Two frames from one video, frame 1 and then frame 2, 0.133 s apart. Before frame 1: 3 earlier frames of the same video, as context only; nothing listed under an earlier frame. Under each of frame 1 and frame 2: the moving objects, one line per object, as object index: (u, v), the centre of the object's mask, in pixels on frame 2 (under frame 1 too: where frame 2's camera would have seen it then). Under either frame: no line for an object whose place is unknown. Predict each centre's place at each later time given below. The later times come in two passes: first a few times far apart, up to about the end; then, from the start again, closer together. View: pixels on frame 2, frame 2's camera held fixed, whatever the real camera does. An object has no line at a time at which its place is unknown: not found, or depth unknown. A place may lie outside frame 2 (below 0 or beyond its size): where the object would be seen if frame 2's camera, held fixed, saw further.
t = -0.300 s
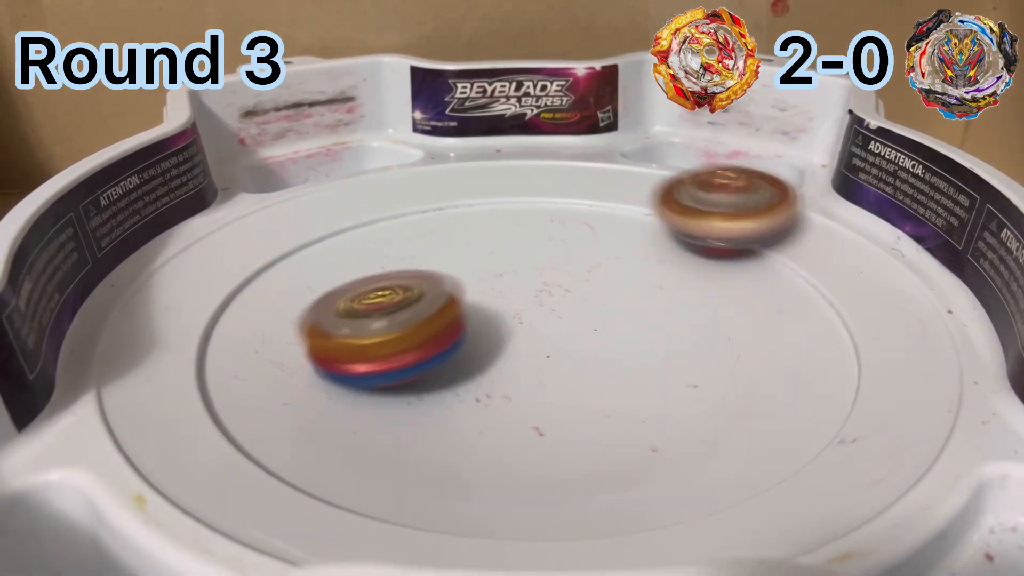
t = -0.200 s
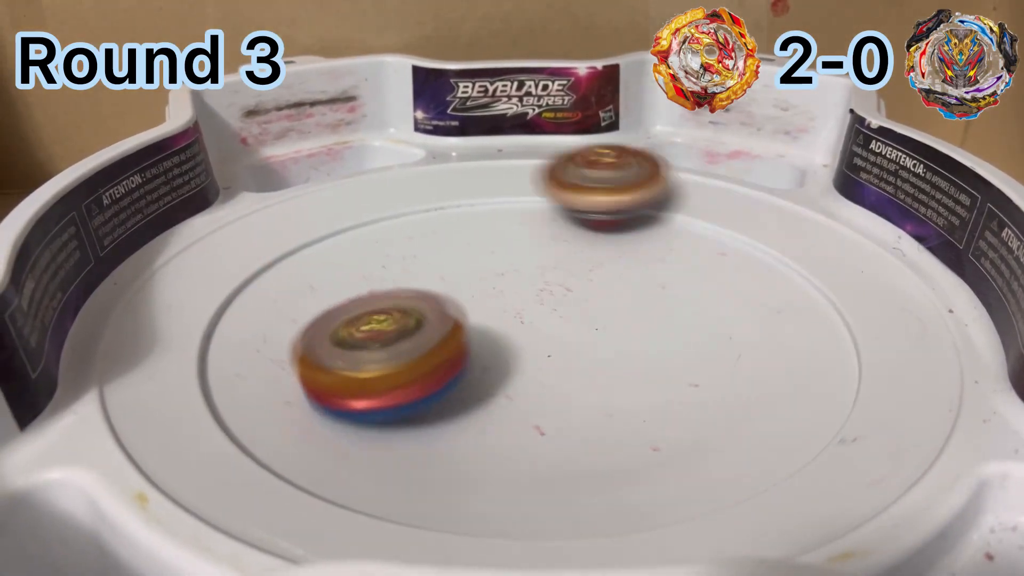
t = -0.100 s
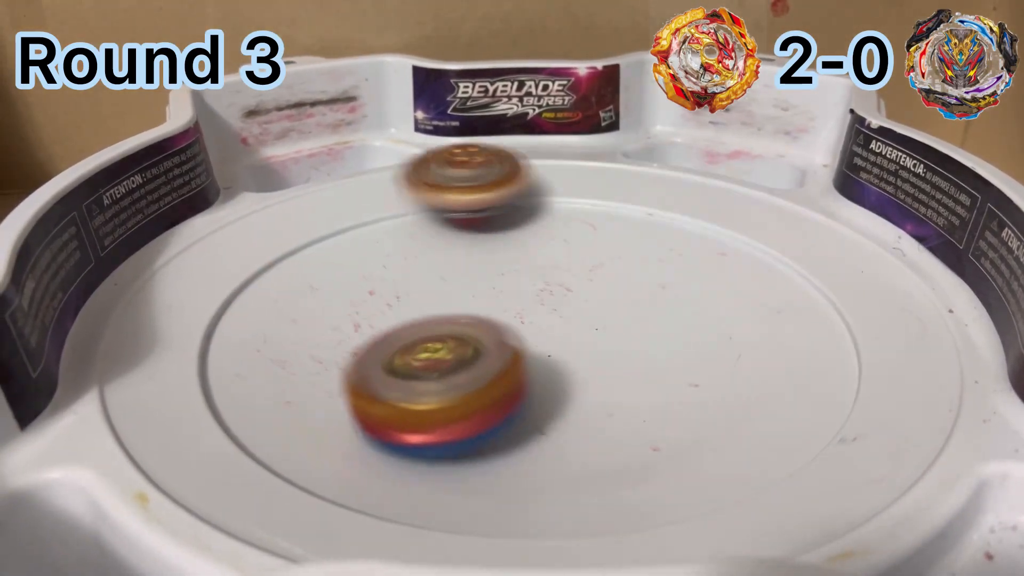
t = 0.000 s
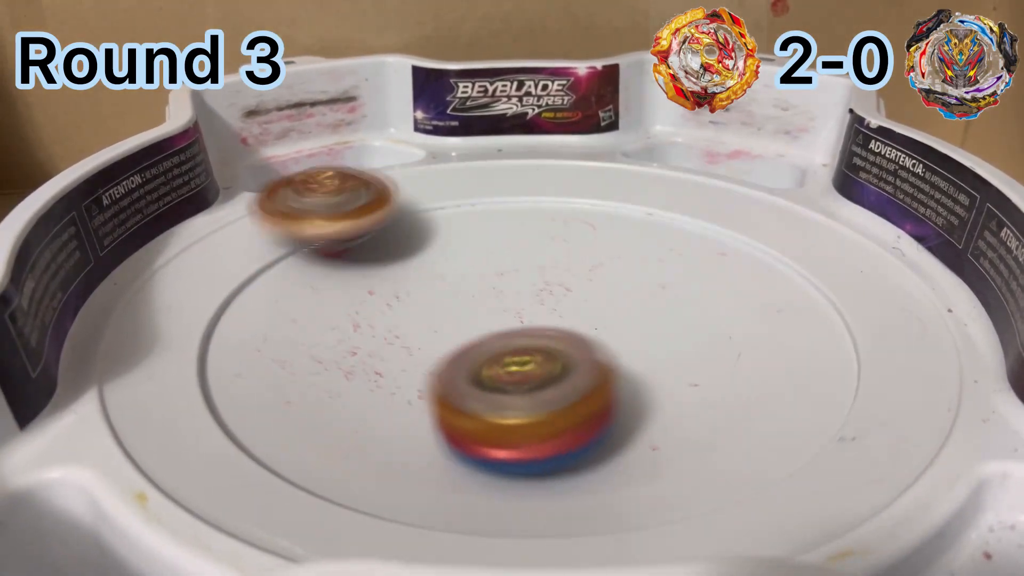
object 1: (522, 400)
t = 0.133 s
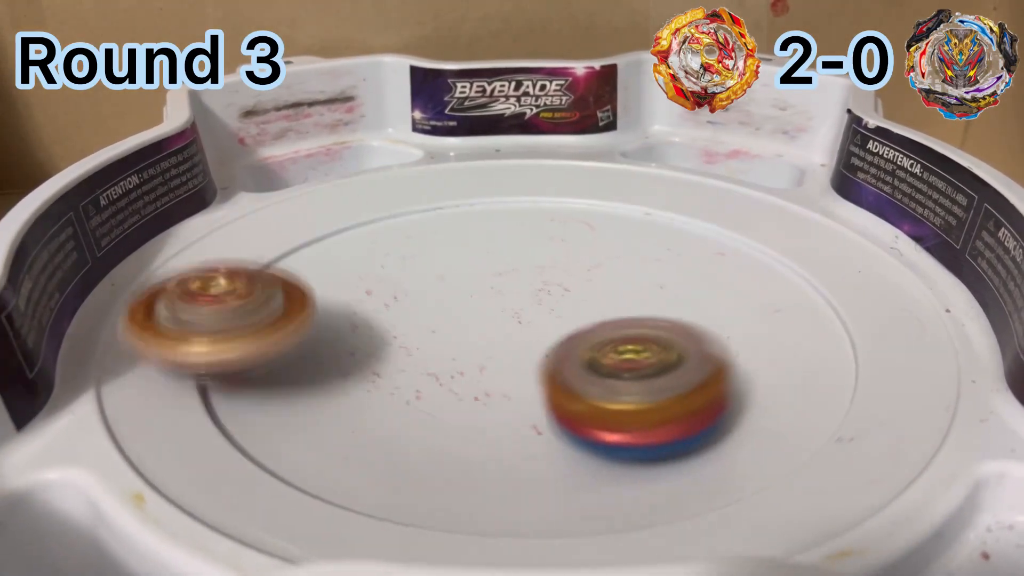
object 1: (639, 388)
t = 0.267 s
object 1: (692, 350)
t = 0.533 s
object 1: (566, 297)
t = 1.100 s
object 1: (565, 364)
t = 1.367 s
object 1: (610, 320)
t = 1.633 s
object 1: (476, 281)
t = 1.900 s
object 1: (411, 329)
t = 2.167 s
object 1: (532, 342)
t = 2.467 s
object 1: (577, 278)
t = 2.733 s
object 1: (458, 289)
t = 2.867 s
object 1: (441, 355)
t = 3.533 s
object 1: (730, 220)
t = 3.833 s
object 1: (466, 227)
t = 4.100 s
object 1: (408, 293)
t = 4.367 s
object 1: (446, 322)
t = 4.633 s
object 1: (488, 292)
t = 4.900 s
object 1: (472, 254)
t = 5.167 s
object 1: (463, 245)
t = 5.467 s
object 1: (485, 243)
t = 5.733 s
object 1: (536, 237)
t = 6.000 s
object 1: (600, 248)
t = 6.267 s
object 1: (681, 243)
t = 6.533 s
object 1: (650, 289)
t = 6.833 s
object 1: (673, 337)
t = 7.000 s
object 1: (637, 363)
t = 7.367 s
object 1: (527, 376)
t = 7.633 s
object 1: (435, 353)
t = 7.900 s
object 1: (438, 310)
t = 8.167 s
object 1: (375, 288)
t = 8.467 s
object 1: (515, 281)
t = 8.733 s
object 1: (624, 258)
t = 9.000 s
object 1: (586, 262)
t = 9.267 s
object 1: (573, 276)
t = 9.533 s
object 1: (551, 306)
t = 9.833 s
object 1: (515, 337)
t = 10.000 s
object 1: (493, 343)
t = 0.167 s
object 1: (661, 380)
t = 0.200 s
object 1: (678, 371)
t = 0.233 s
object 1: (688, 361)
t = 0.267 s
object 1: (692, 350)
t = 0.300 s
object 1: (690, 338)
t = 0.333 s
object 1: (683, 323)
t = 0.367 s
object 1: (664, 314)
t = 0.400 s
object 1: (654, 313)
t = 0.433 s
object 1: (637, 308)
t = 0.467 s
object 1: (615, 303)
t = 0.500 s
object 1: (592, 300)
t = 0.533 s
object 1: (566, 297)
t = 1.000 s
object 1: (486, 375)
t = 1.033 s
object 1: (521, 374)
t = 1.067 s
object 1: (548, 369)
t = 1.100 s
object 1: (565, 364)
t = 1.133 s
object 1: (579, 365)
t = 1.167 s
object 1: (593, 364)
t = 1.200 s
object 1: (607, 363)
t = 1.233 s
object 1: (618, 358)
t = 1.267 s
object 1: (622, 349)
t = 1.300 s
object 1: (621, 339)
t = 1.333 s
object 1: (618, 329)
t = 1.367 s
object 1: (610, 320)
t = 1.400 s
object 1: (599, 311)
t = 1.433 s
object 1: (586, 303)
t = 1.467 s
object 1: (570, 296)
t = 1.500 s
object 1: (552, 290)
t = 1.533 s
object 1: (532, 285)
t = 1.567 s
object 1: (513, 281)
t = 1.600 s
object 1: (494, 280)
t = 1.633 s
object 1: (476, 281)
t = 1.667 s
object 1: (458, 282)
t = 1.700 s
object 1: (442, 286)
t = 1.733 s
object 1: (428, 290)
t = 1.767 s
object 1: (416, 297)
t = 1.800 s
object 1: (408, 304)
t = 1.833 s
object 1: (406, 312)
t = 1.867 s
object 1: (407, 321)
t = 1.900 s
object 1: (411, 329)
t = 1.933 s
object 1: (417, 338)
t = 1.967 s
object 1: (427, 345)
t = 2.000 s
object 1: (440, 352)
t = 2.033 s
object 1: (458, 357)
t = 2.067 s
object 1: (480, 358)
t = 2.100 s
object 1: (503, 352)
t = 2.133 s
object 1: (519, 343)
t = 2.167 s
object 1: (532, 342)
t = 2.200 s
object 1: (545, 341)
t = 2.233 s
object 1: (564, 339)
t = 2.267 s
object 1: (577, 333)
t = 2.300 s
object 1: (586, 324)
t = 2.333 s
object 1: (591, 314)
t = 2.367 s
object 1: (593, 305)
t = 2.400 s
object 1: (590, 295)
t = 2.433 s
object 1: (585, 287)
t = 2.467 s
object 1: (577, 278)
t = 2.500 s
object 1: (569, 272)
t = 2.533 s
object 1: (556, 265)
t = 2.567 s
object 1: (543, 261)
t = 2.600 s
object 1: (530, 258)
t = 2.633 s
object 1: (510, 258)
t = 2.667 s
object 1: (490, 261)
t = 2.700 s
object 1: (474, 268)
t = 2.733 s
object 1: (458, 289)
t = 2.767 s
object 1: (444, 308)
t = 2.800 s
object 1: (435, 326)
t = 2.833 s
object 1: (434, 341)
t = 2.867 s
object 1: (441, 355)
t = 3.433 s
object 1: (802, 242)
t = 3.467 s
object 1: (790, 227)
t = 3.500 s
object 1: (764, 222)
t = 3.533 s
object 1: (730, 220)
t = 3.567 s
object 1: (690, 220)
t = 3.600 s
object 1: (651, 220)
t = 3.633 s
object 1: (615, 219)
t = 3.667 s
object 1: (579, 218)
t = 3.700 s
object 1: (550, 216)
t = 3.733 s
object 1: (526, 215)
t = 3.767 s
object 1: (505, 216)
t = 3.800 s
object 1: (484, 220)
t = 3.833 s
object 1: (466, 227)
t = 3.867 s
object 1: (450, 237)
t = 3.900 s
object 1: (437, 246)
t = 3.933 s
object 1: (425, 256)
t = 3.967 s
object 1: (414, 266)
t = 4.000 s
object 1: (409, 273)
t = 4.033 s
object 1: (407, 279)
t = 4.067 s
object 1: (407, 286)
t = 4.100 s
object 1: (408, 293)
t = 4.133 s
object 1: (410, 301)
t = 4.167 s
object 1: (413, 309)
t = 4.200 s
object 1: (417, 313)
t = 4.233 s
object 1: (420, 314)
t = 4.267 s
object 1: (424, 315)
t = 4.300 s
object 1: (431, 318)
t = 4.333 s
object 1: (438, 319)
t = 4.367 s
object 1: (446, 322)
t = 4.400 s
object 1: (457, 325)
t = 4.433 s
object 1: (467, 325)
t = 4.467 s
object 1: (473, 320)
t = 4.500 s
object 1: (478, 313)
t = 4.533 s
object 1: (481, 307)
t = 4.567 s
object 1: (484, 300)
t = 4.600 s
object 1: (487, 296)
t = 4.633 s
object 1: (488, 292)
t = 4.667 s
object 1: (488, 287)
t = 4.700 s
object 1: (487, 283)
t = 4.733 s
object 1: (486, 278)
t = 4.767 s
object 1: (485, 274)
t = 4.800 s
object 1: (481, 267)
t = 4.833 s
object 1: (477, 260)
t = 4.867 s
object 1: (474, 256)
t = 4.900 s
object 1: (472, 254)
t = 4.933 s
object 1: (469, 252)
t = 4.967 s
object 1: (466, 251)
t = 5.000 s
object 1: (463, 250)
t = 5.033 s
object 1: (461, 249)
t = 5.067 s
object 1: (461, 248)
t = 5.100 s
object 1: (460, 248)
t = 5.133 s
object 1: (462, 247)
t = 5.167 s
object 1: (463, 245)
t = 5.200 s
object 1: (465, 240)
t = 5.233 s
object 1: (466, 239)
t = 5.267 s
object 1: (468, 237)
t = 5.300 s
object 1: (470, 237)
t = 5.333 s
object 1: (472, 238)
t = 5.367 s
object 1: (474, 239)
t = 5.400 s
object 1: (477, 240)
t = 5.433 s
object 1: (480, 241)
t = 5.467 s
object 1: (485, 243)
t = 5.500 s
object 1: (493, 243)
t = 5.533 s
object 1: (500, 240)
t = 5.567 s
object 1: (506, 238)
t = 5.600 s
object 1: (513, 236)
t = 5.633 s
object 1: (520, 234)
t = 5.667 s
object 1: (525, 234)
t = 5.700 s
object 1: (531, 235)
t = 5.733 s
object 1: (536, 237)
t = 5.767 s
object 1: (542, 239)
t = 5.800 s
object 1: (549, 240)
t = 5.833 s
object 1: (556, 242)
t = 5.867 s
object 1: (563, 243)
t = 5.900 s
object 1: (572, 245)
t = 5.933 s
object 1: (580, 246)
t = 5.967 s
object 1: (591, 247)
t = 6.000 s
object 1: (600, 248)
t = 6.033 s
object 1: (610, 249)
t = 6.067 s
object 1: (618, 250)
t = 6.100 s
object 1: (626, 252)
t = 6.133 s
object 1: (643, 250)
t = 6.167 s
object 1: (658, 245)
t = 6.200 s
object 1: (669, 243)
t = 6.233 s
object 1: (676, 242)
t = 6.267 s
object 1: (681, 243)
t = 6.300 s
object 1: (683, 244)
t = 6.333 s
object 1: (682, 248)
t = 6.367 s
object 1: (679, 253)
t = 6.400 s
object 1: (675, 258)
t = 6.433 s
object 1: (670, 265)
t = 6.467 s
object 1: (664, 273)
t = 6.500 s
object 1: (657, 281)
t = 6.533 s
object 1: (650, 289)
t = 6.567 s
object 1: (656, 296)
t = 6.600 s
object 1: (668, 300)
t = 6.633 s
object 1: (676, 305)
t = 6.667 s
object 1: (681, 310)
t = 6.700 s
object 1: (684, 315)
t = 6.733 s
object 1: (684, 321)
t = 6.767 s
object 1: (681, 327)
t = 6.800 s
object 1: (678, 333)
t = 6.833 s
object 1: (673, 337)
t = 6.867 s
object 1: (664, 343)
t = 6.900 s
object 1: (657, 348)
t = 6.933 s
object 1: (648, 352)
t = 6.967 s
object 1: (636, 357)
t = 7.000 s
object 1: (637, 363)
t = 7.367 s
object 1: (527, 376)
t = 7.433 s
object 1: (505, 369)
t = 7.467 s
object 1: (491, 367)
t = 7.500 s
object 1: (475, 367)
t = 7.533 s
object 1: (460, 364)
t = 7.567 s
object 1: (449, 361)
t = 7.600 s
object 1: (441, 357)
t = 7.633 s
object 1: (435, 353)
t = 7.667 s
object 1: (429, 348)
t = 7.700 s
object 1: (426, 343)
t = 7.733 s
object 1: (425, 338)
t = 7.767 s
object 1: (424, 332)
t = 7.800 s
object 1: (426, 326)
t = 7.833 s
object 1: (428, 321)
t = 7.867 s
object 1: (433, 316)
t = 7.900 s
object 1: (438, 310)
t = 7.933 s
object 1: (436, 306)
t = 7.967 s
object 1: (408, 302)
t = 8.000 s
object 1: (384, 300)
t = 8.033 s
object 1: (369, 297)
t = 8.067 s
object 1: (363, 295)
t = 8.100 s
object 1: (364, 293)
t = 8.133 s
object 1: (368, 290)
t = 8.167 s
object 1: (375, 288)
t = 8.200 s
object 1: (386, 286)
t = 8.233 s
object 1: (399, 285)
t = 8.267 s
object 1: (412, 282)
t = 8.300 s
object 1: (428, 282)
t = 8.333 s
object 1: (445, 282)
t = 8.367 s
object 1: (462, 282)
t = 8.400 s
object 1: (479, 281)
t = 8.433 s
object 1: (498, 281)
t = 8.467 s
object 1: (515, 281)
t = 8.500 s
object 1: (534, 279)
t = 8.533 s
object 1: (553, 277)
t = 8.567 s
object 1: (571, 275)
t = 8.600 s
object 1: (587, 271)
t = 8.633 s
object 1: (601, 267)
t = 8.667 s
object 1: (613, 264)
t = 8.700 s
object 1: (620, 261)
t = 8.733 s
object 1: (624, 258)
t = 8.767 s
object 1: (623, 256)
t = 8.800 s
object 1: (620, 254)
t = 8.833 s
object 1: (616, 255)
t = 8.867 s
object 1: (610, 255)
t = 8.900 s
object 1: (604, 256)
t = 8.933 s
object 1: (598, 258)
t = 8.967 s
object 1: (591, 259)
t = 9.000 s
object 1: (586, 262)
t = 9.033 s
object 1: (582, 264)
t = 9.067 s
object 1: (578, 265)
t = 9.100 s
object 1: (577, 266)
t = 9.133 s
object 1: (577, 267)
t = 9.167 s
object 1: (576, 268)
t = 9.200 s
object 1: (576, 270)
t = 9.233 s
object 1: (574, 273)
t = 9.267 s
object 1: (573, 276)
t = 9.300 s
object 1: (570, 280)
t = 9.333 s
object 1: (569, 283)
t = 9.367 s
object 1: (566, 286)
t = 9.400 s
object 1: (564, 290)
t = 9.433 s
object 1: (561, 294)
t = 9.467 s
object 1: (557, 298)
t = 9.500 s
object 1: (553, 302)
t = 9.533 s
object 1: (551, 306)
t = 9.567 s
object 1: (547, 310)
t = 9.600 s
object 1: (545, 314)
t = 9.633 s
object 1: (541, 318)
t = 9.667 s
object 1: (536, 322)
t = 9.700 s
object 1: (532, 325)
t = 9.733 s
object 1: (527, 328)
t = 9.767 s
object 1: (525, 331)
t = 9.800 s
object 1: (520, 334)
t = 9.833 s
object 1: (515, 337)
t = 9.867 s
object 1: (510, 339)
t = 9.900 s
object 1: (505, 340)
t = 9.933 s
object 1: (501, 341)
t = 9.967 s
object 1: (497, 343)
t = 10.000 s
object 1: (493, 343)
